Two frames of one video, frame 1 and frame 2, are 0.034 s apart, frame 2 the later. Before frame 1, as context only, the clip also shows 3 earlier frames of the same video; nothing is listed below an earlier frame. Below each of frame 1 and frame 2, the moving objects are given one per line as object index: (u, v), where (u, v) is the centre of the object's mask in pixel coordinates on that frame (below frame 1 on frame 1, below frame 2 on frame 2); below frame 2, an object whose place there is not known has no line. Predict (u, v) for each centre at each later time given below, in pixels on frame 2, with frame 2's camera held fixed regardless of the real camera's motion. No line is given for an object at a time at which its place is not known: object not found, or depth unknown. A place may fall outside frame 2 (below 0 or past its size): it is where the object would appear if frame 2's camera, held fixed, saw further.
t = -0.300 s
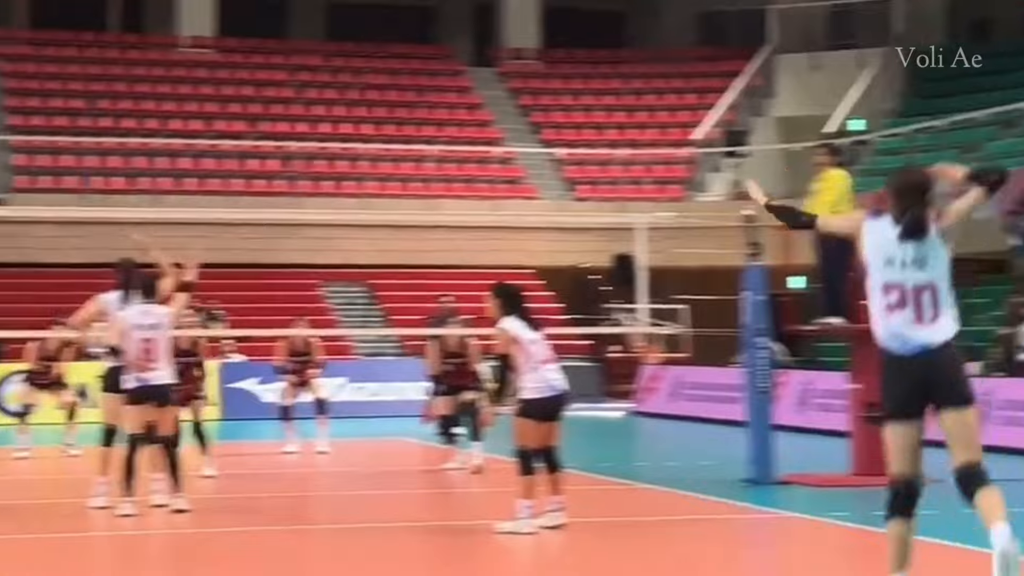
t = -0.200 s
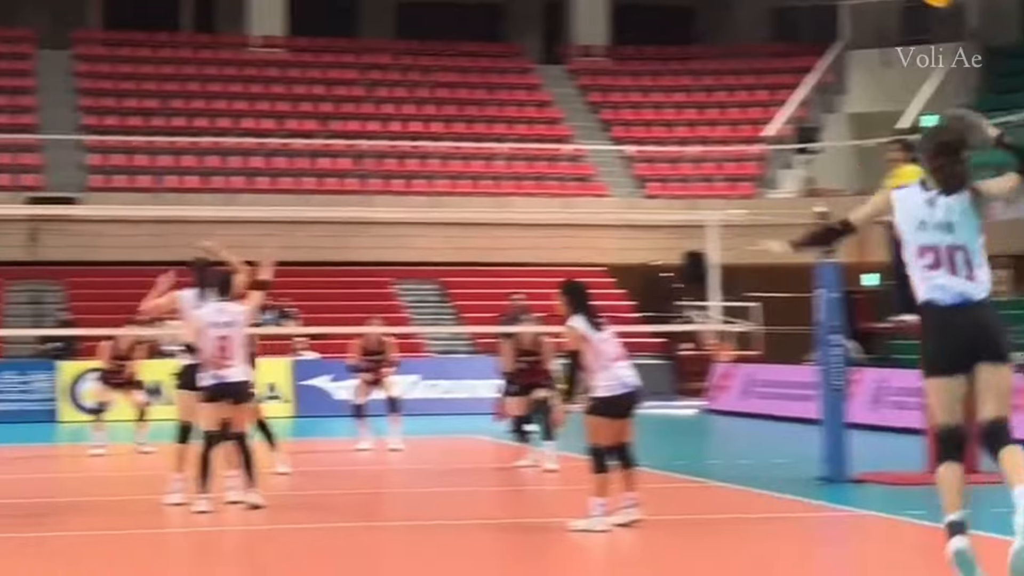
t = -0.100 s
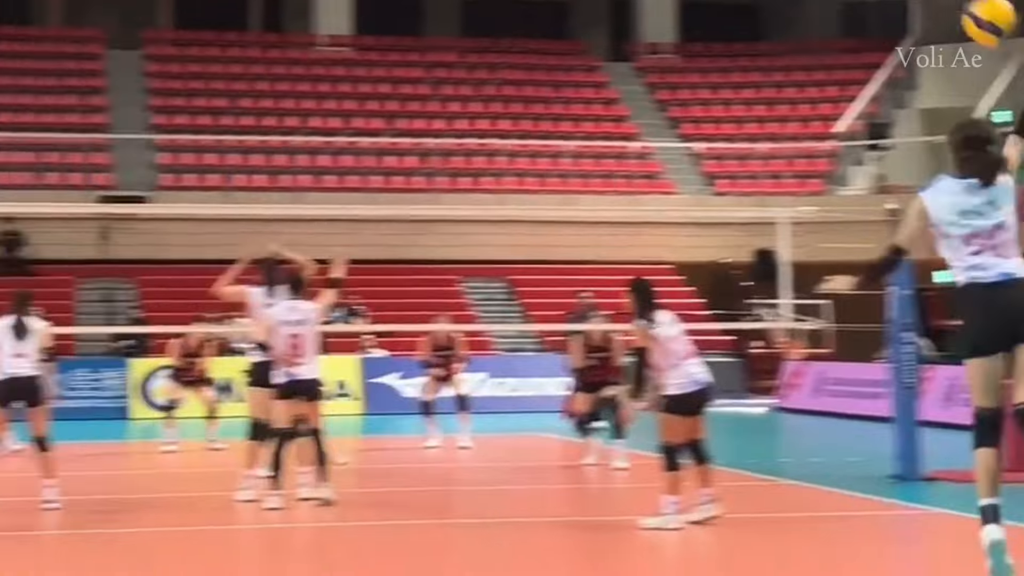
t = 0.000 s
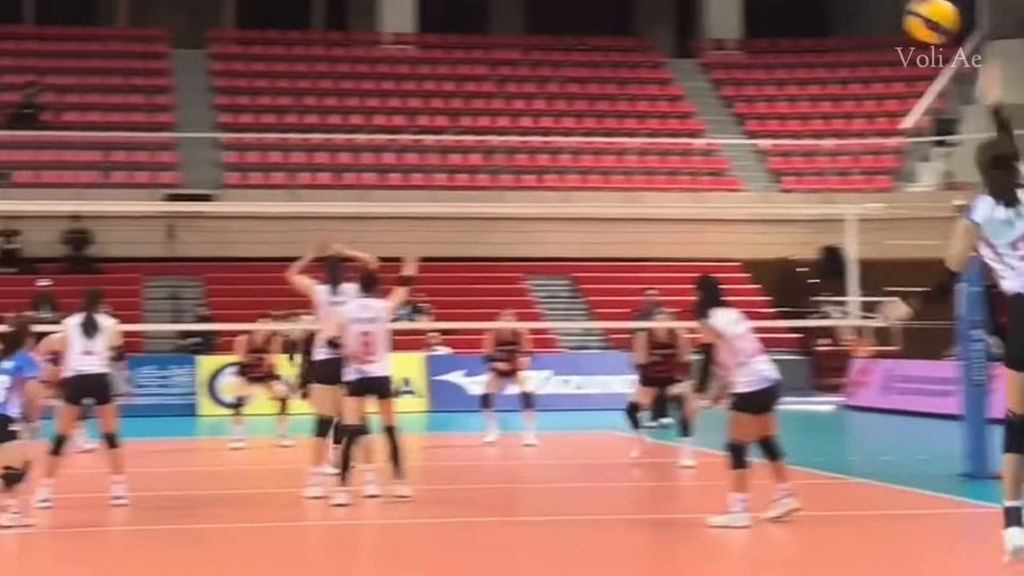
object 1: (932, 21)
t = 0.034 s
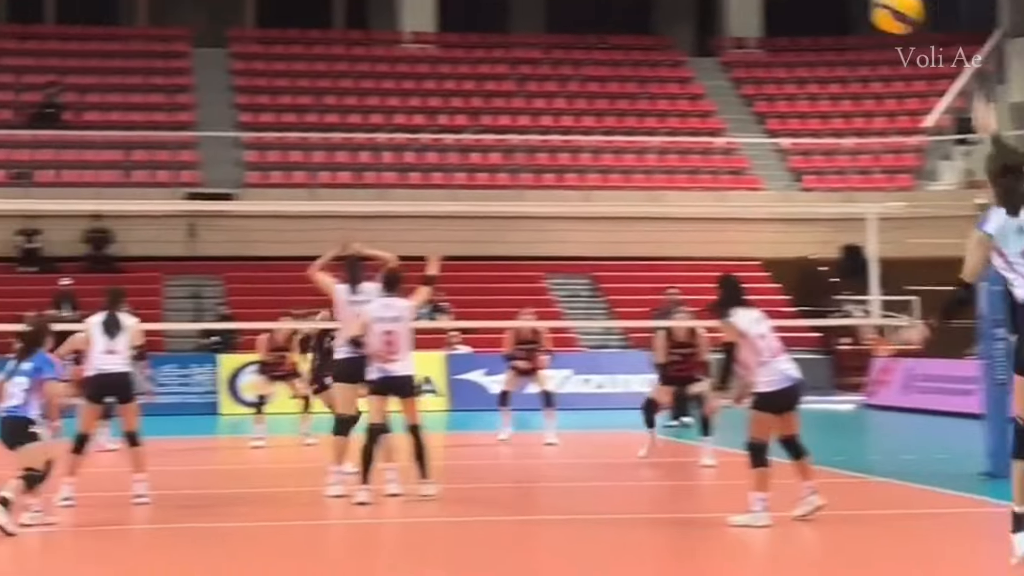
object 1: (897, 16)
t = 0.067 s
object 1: (846, 14)
